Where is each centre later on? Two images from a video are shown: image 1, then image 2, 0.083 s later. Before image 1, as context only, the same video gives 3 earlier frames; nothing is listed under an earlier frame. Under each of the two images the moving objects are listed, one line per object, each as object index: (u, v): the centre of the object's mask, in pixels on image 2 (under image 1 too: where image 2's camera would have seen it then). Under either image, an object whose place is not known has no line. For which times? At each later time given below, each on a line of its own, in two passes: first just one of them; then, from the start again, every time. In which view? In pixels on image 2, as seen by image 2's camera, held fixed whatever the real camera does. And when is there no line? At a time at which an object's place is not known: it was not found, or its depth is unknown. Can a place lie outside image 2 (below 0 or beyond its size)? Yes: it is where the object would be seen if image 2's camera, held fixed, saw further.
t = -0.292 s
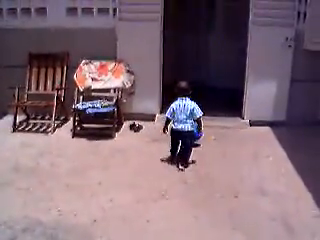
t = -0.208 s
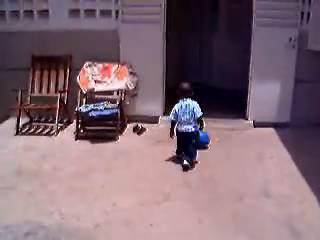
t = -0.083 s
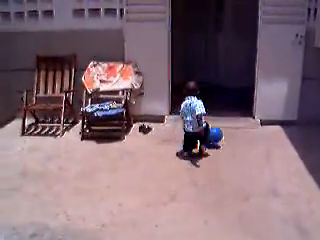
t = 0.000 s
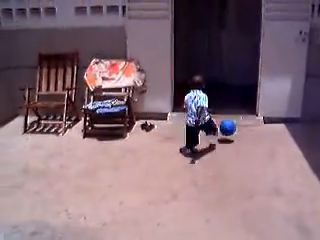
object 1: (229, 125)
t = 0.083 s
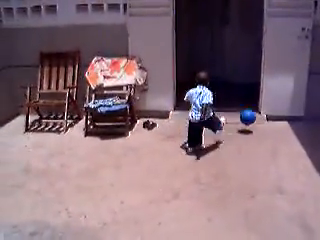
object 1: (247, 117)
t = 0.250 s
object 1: (272, 115)
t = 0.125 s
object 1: (255, 115)
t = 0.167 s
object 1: (262, 115)
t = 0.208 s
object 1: (267, 114)
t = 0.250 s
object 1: (272, 115)
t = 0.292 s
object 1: (276, 116)
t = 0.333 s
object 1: (283, 120)
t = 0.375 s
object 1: (288, 124)
